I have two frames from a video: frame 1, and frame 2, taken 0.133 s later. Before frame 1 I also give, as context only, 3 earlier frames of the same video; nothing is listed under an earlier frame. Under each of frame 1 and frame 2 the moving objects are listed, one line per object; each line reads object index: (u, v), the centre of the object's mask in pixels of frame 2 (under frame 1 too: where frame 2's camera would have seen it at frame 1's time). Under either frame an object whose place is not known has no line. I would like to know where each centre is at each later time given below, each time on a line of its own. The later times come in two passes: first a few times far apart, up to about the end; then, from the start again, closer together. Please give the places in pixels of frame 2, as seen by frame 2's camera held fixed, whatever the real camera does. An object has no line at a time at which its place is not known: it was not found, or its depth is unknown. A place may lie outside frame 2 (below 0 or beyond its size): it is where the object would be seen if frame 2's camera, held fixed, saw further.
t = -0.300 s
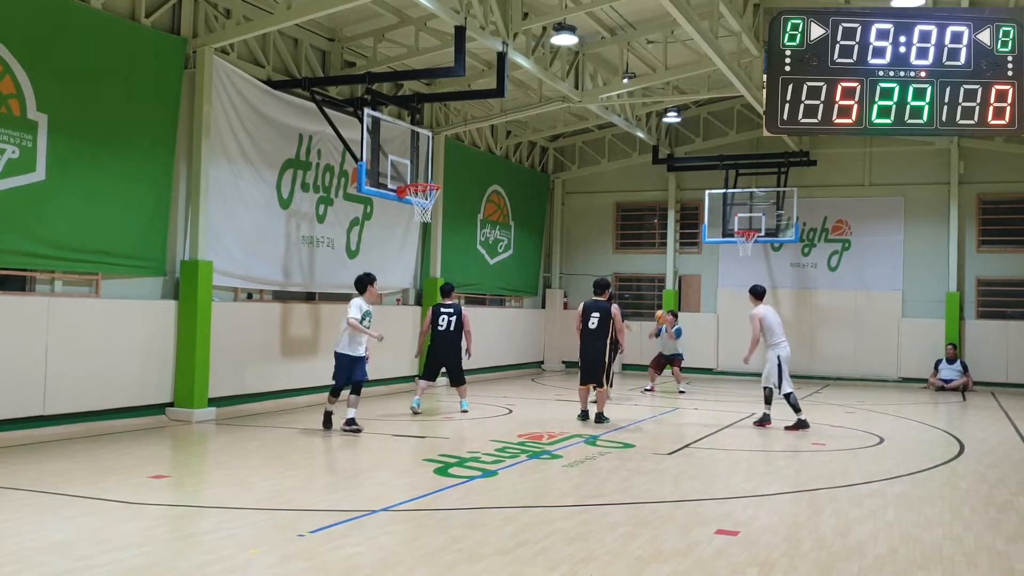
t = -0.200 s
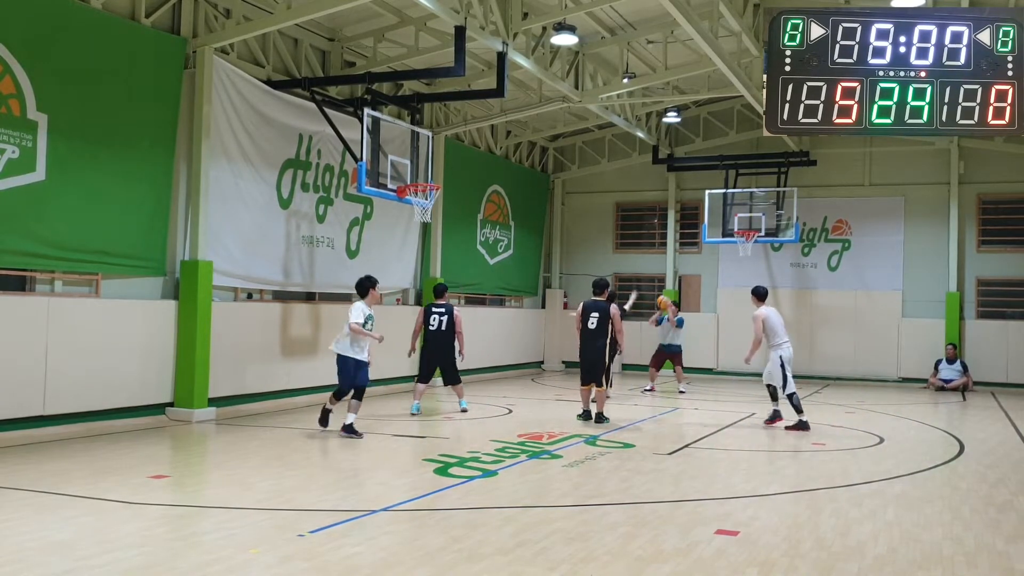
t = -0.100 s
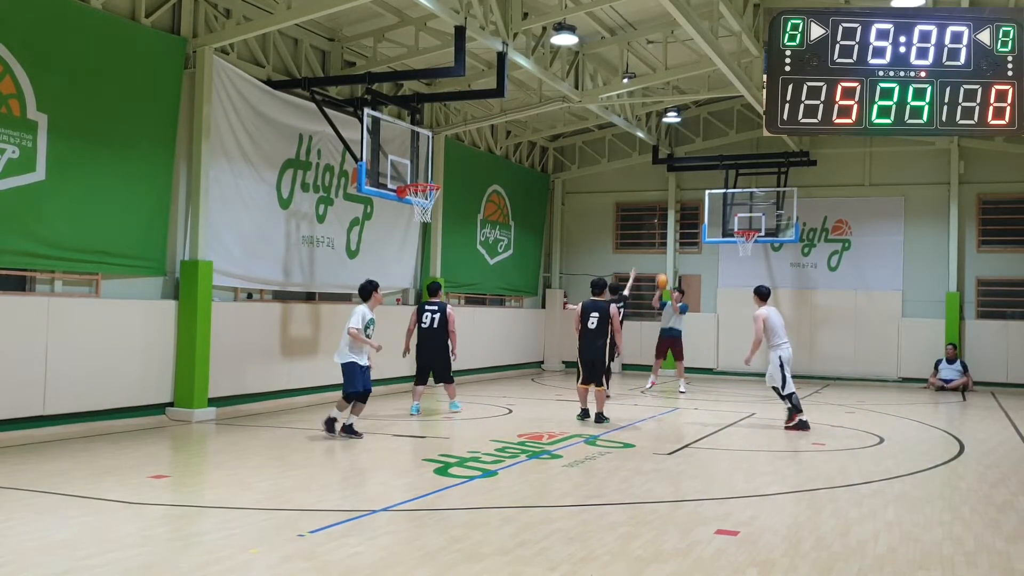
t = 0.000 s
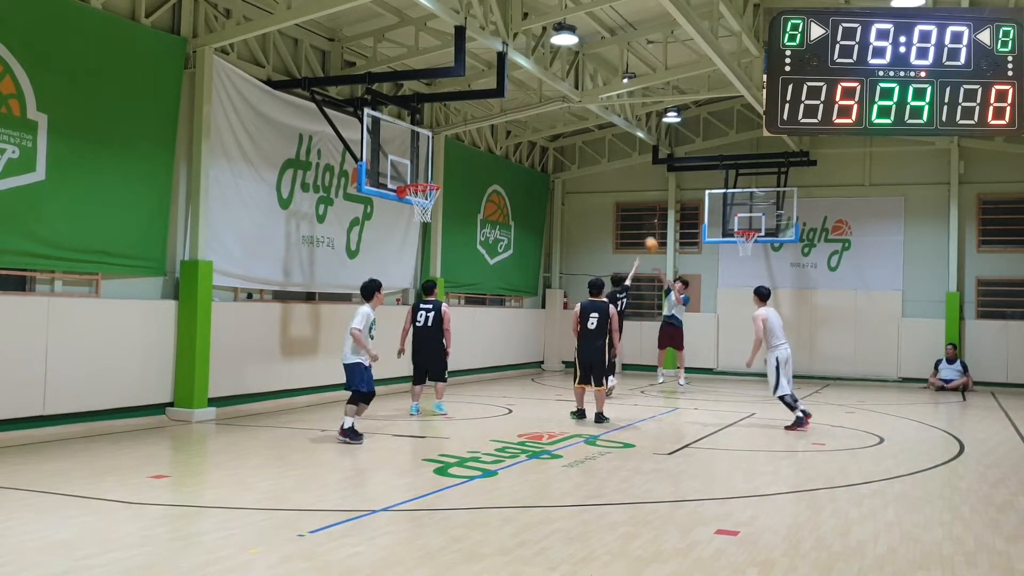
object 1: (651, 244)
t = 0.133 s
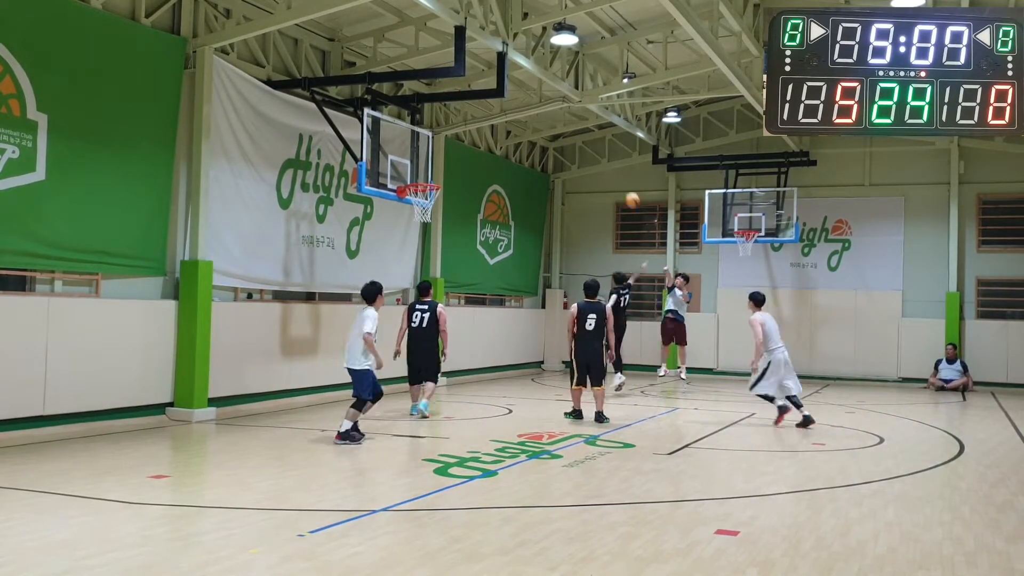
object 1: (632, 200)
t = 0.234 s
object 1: (618, 172)
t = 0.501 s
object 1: (576, 123)
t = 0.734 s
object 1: (536, 110)
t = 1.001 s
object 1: (486, 138)
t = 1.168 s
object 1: (451, 182)
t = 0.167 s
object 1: (627, 190)
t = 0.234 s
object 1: (618, 172)
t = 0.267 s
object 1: (613, 163)
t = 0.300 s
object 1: (608, 156)
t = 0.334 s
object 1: (603, 149)
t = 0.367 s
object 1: (599, 143)
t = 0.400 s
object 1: (592, 138)
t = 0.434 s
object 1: (588, 132)
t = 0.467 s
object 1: (582, 127)
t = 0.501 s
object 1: (576, 123)
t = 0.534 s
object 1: (570, 119)
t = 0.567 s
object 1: (565, 116)
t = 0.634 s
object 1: (553, 113)
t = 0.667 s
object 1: (547, 111)
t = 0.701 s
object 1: (541, 110)
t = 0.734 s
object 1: (536, 110)
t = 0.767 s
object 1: (530, 111)
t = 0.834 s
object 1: (518, 115)
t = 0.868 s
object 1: (511, 119)
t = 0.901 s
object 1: (505, 122)
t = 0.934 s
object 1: (498, 127)
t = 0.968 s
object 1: (492, 132)
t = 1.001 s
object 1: (486, 138)
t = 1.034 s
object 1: (478, 146)
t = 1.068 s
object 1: (472, 154)
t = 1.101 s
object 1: (466, 162)
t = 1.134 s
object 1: (458, 172)
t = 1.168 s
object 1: (451, 182)
